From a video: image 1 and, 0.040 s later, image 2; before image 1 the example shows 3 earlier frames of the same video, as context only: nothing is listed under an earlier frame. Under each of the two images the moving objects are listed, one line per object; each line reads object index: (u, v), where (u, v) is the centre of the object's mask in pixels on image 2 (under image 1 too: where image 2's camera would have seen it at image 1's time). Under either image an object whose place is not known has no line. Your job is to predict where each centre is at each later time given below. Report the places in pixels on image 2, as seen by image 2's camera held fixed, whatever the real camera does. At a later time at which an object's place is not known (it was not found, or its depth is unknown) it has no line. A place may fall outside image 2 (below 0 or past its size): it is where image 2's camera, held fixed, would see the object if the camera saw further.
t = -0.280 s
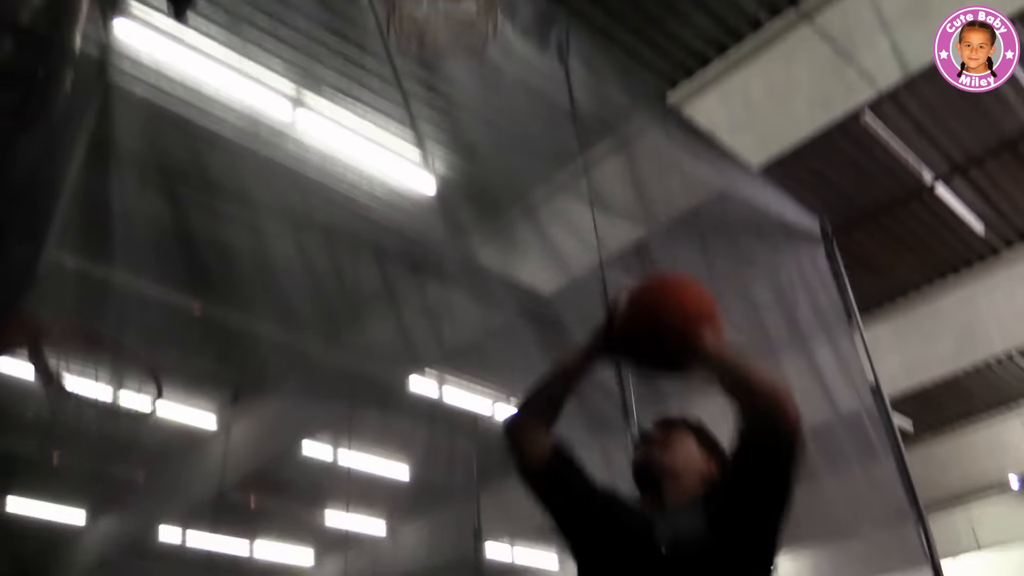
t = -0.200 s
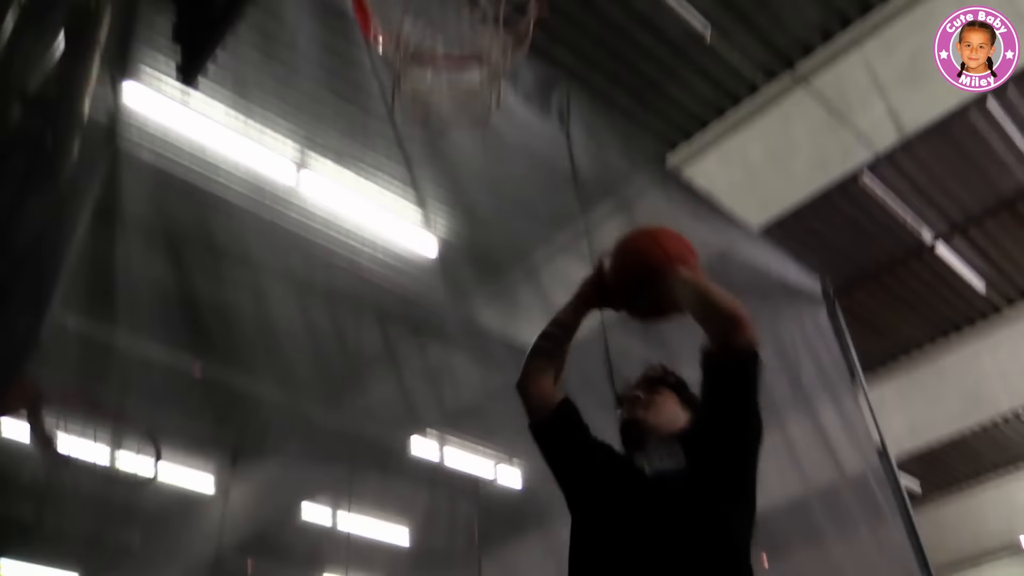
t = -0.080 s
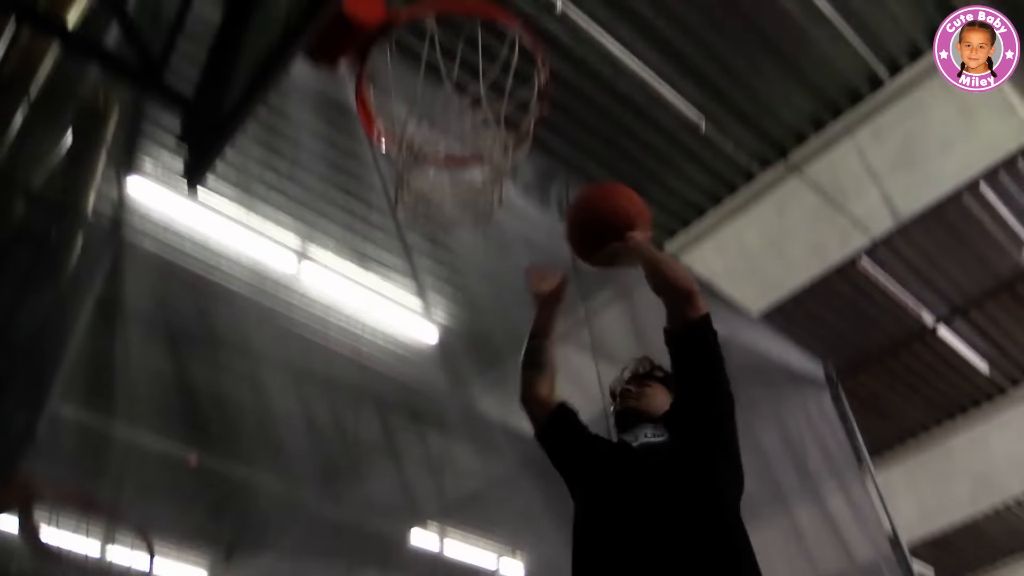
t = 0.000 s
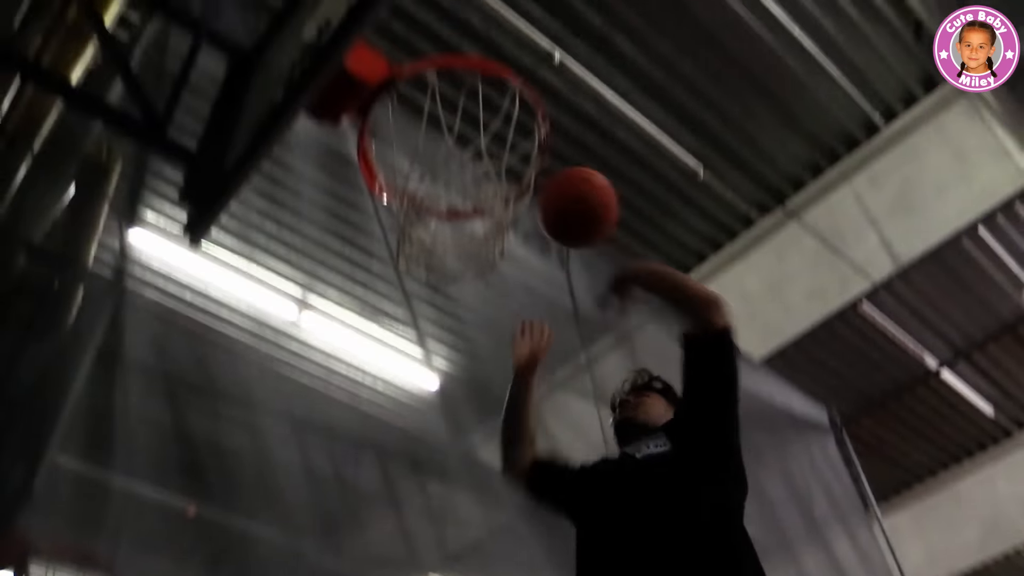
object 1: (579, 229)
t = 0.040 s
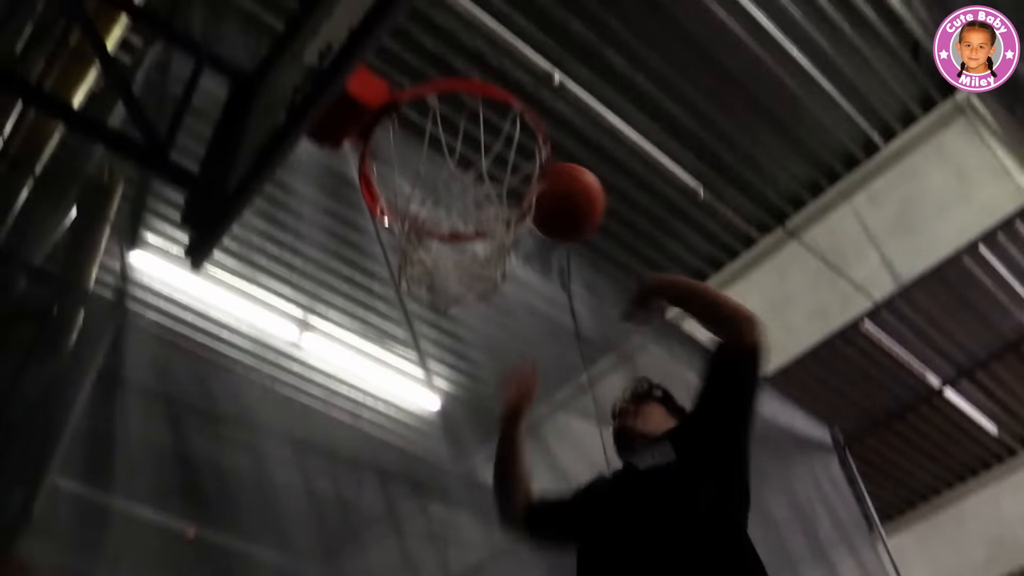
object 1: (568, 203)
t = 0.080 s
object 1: (553, 180)
